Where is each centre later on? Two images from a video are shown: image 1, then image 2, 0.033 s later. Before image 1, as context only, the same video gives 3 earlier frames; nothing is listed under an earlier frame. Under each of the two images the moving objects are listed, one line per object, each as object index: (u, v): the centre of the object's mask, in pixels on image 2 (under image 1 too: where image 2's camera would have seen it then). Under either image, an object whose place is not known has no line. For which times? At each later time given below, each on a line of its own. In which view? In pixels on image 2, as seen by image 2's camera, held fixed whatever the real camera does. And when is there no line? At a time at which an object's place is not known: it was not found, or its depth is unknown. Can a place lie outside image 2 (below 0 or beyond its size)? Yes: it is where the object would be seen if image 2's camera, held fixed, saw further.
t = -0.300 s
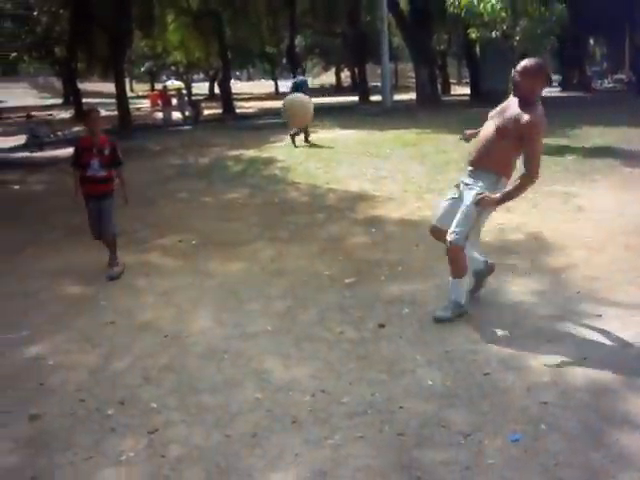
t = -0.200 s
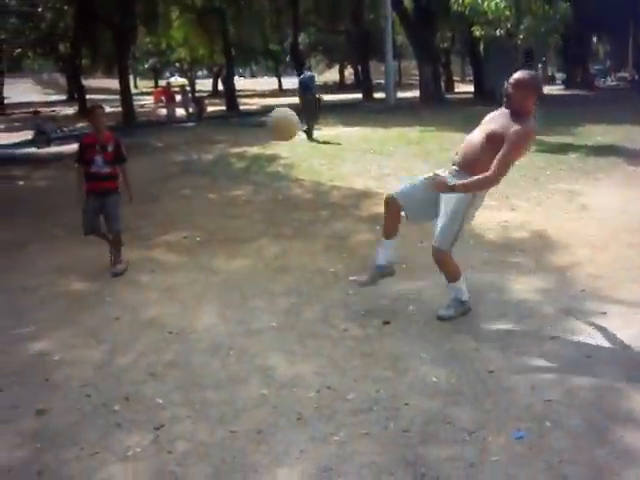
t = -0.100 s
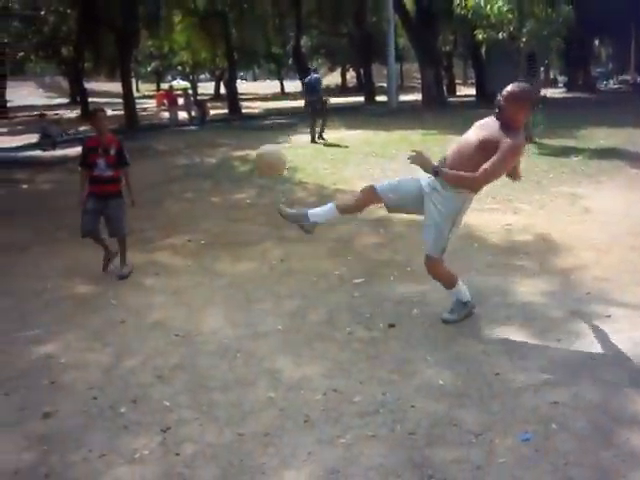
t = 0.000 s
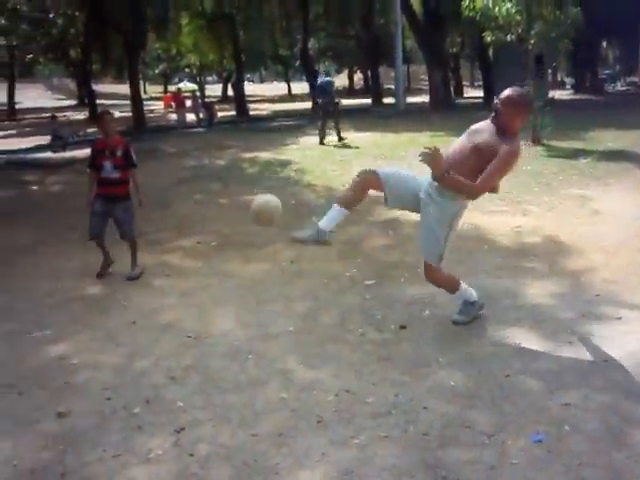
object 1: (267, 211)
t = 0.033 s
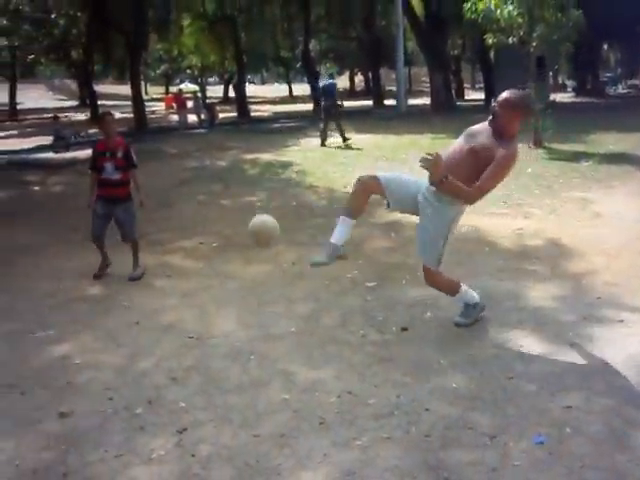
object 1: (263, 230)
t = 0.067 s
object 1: (259, 250)
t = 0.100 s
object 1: (255, 272)
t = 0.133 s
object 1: (250, 295)
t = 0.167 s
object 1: (246, 321)
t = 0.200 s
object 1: (239, 309)
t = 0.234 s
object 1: (232, 292)
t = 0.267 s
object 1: (226, 275)
